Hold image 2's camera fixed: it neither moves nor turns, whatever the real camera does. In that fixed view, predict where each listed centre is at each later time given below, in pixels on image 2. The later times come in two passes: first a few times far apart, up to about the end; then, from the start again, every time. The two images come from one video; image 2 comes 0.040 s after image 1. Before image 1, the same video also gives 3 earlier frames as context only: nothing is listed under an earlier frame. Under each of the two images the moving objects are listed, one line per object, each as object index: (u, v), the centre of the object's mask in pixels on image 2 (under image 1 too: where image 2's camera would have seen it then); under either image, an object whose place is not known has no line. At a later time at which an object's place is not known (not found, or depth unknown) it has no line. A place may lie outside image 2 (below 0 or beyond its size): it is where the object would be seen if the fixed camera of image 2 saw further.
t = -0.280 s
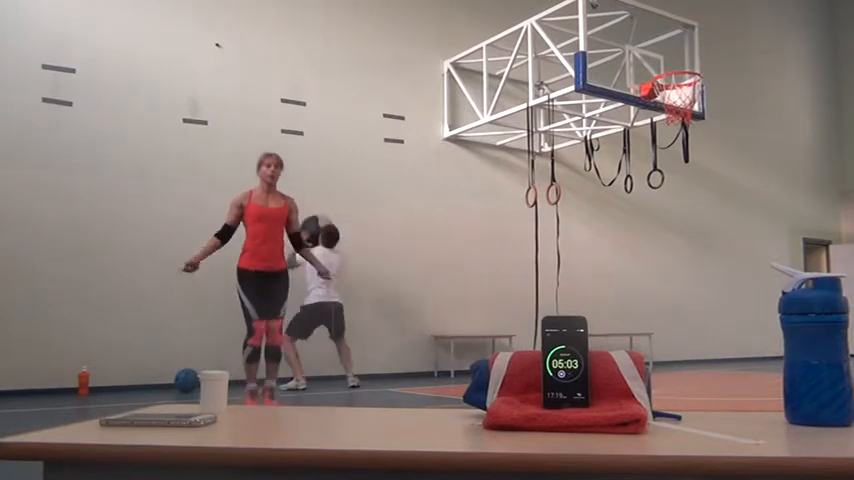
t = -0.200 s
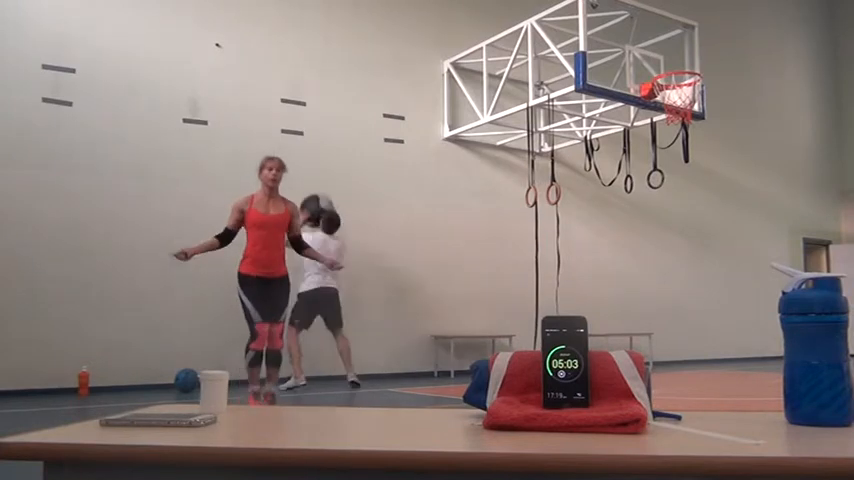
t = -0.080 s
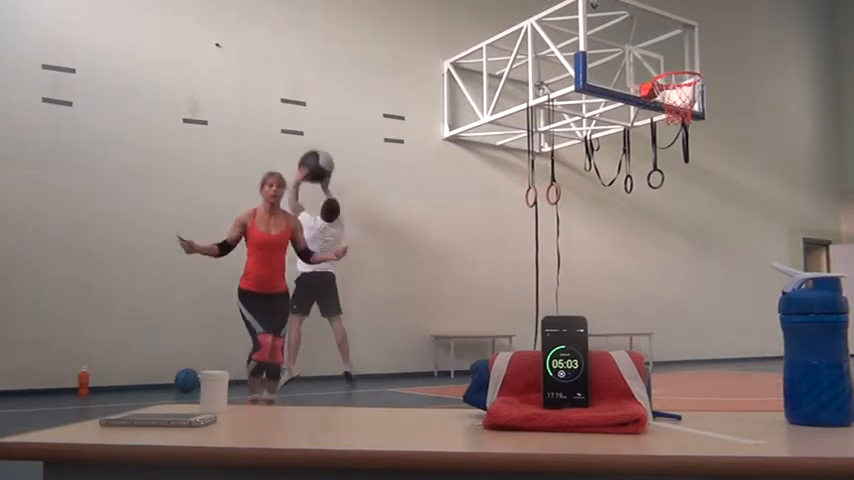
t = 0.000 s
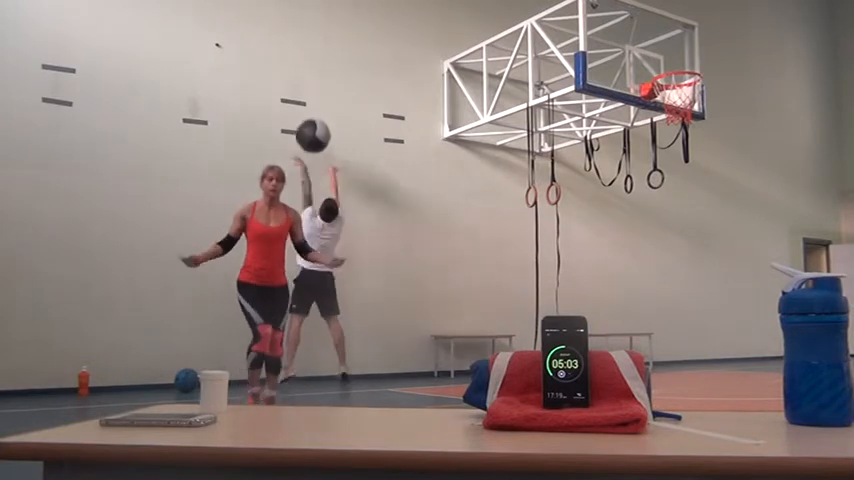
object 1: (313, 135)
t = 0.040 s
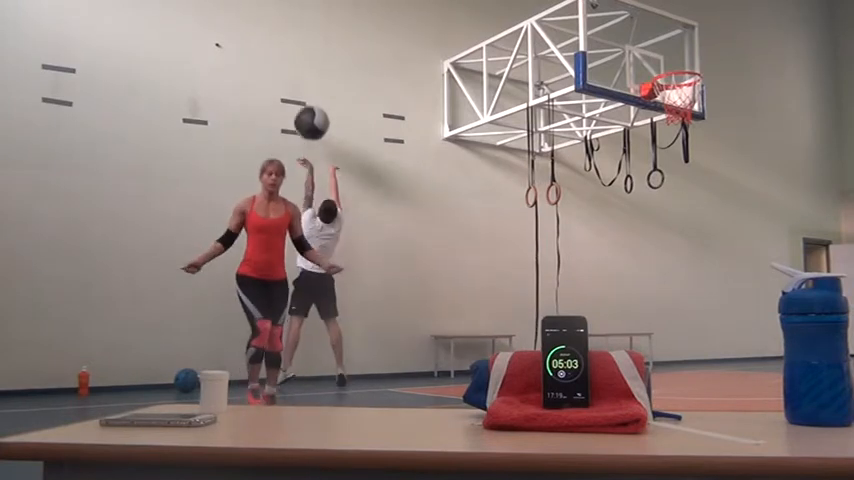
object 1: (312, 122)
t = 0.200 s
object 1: (306, 86)
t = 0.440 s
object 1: (304, 74)
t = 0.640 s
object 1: (309, 102)
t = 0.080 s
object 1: (310, 111)
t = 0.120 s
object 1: (309, 101)
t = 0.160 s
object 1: (307, 93)
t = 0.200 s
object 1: (306, 86)
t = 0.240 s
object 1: (304, 81)
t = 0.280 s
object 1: (303, 77)
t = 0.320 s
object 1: (301, 75)
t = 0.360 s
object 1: (302, 74)
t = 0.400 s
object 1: (303, 73)
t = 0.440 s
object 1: (304, 74)
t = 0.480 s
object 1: (305, 77)
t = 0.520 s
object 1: (306, 81)
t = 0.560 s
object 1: (307, 87)
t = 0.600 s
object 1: (308, 94)
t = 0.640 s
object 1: (309, 102)
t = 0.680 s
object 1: (310, 112)
